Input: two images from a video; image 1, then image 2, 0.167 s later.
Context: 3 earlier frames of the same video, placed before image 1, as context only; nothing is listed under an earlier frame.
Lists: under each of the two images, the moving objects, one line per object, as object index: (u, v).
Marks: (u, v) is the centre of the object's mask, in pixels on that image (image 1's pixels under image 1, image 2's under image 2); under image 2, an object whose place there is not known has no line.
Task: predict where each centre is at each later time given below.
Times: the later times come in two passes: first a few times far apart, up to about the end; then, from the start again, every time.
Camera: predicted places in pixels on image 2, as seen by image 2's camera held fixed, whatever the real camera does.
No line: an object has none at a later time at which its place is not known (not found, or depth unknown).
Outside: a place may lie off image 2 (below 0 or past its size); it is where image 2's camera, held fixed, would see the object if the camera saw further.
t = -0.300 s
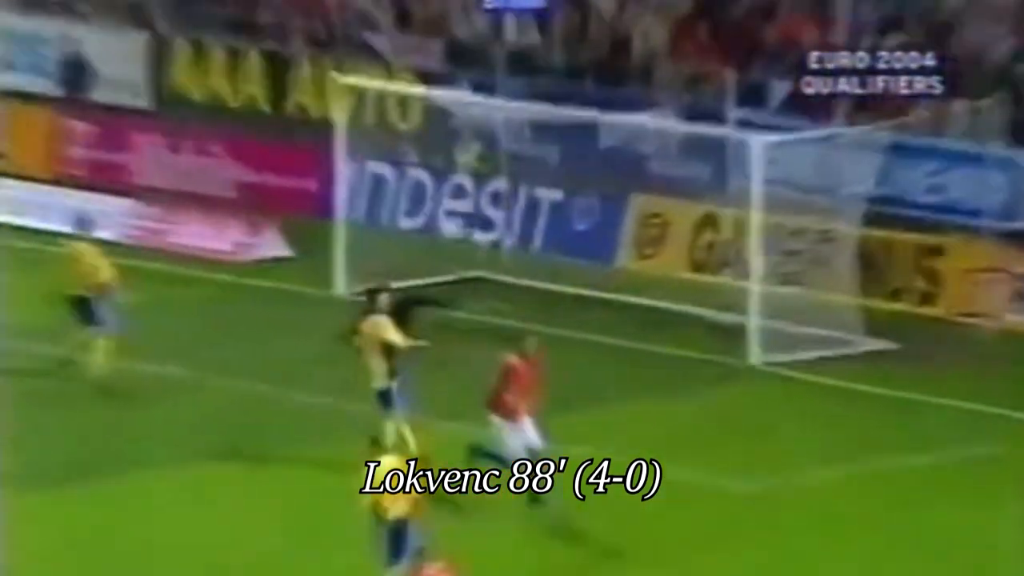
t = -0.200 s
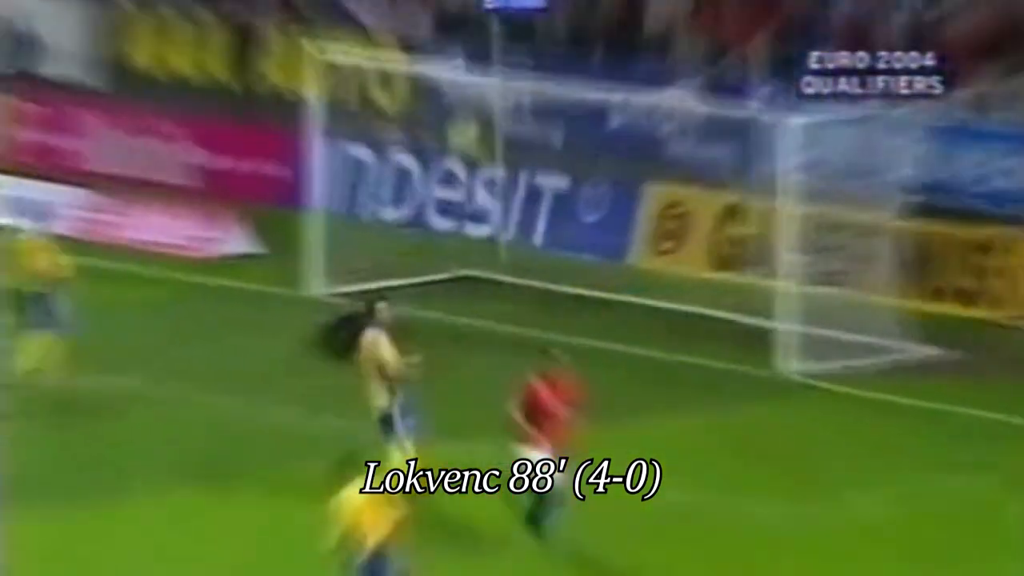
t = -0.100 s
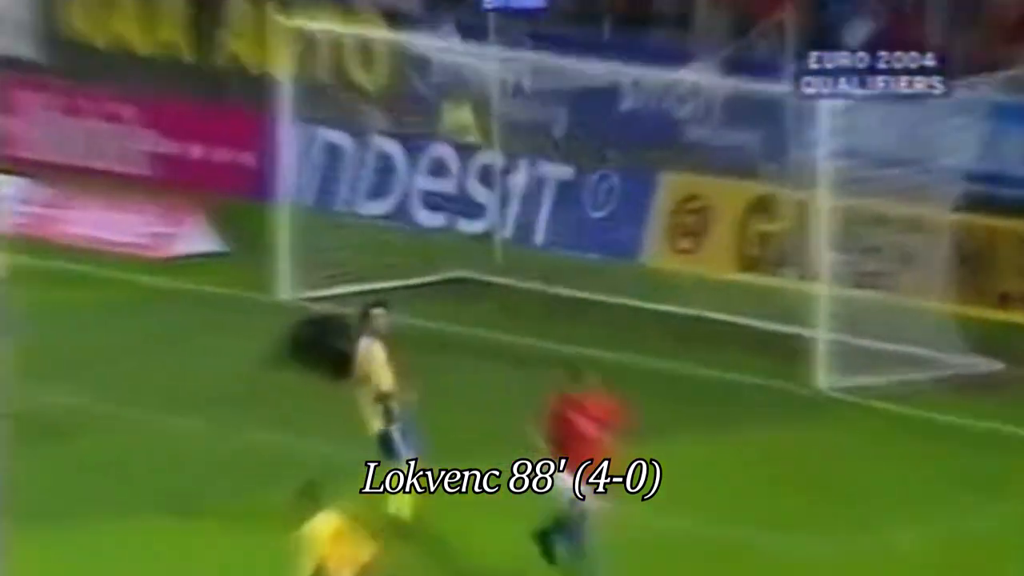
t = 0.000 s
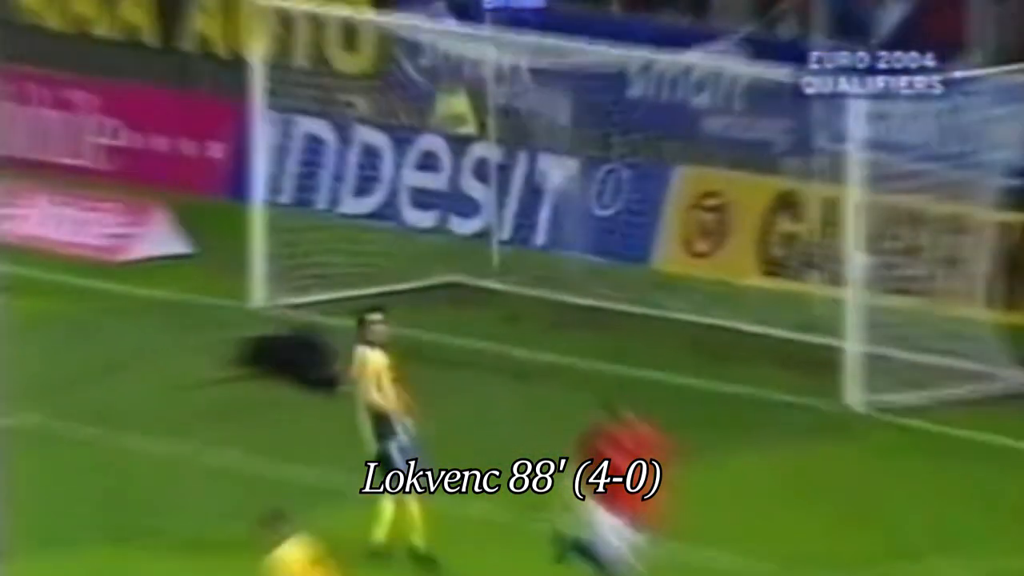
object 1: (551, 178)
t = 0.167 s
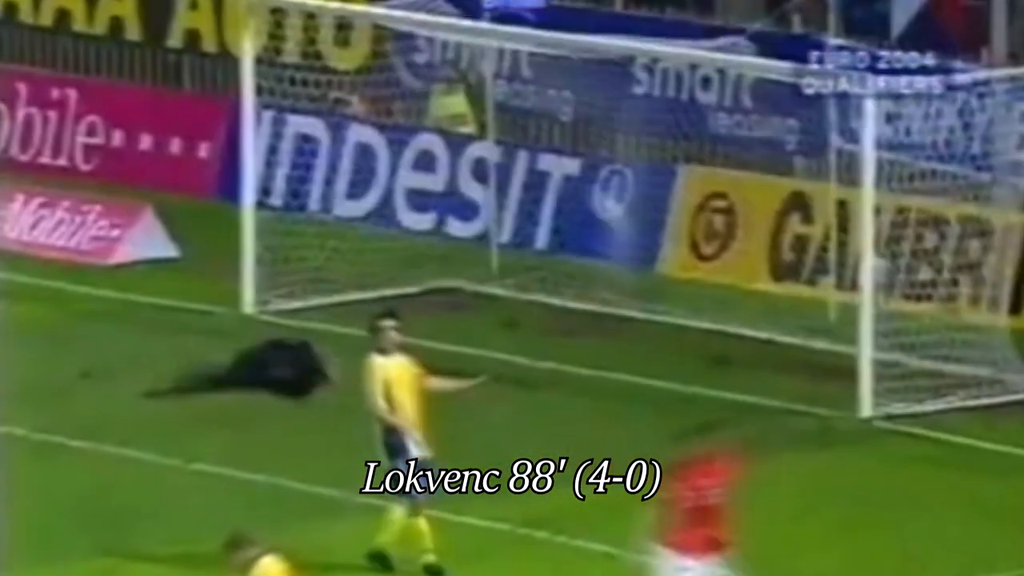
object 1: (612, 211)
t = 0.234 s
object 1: (632, 238)
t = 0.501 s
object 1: (674, 287)
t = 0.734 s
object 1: (680, 285)
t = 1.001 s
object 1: (689, 309)
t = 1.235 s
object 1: (699, 325)
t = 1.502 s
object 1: (713, 339)
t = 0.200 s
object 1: (622, 223)
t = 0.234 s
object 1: (632, 238)
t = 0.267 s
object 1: (637, 243)
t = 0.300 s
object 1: (644, 253)
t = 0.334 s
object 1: (653, 265)
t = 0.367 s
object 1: (663, 284)
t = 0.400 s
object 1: (669, 296)
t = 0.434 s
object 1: (670, 293)
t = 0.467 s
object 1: (672, 290)
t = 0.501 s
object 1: (674, 287)
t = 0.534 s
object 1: (675, 281)
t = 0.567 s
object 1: (676, 280)
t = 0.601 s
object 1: (676, 279)
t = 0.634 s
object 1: (677, 278)
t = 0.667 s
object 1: (678, 279)
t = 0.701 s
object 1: (678, 281)
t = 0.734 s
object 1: (680, 285)
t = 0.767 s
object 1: (682, 294)
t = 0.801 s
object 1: (682, 298)
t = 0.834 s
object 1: (683, 305)
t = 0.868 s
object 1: (686, 311)
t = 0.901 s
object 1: (687, 311)
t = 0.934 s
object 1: (688, 310)
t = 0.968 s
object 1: (688, 309)
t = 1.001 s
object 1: (689, 309)
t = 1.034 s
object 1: (691, 310)
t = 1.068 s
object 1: (693, 312)
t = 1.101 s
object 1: (694, 319)
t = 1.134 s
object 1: (696, 324)
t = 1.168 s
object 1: (697, 325)
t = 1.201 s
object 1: (698, 325)
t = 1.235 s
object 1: (699, 325)
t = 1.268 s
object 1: (701, 327)
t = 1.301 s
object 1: (705, 329)
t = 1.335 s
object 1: (705, 332)
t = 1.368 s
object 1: (706, 333)
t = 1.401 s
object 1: (707, 335)
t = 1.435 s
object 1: (710, 337)
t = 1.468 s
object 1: (711, 338)
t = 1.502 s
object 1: (713, 339)
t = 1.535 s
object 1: (715, 340)
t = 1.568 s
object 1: (716, 341)
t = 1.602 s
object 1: (717, 342)
